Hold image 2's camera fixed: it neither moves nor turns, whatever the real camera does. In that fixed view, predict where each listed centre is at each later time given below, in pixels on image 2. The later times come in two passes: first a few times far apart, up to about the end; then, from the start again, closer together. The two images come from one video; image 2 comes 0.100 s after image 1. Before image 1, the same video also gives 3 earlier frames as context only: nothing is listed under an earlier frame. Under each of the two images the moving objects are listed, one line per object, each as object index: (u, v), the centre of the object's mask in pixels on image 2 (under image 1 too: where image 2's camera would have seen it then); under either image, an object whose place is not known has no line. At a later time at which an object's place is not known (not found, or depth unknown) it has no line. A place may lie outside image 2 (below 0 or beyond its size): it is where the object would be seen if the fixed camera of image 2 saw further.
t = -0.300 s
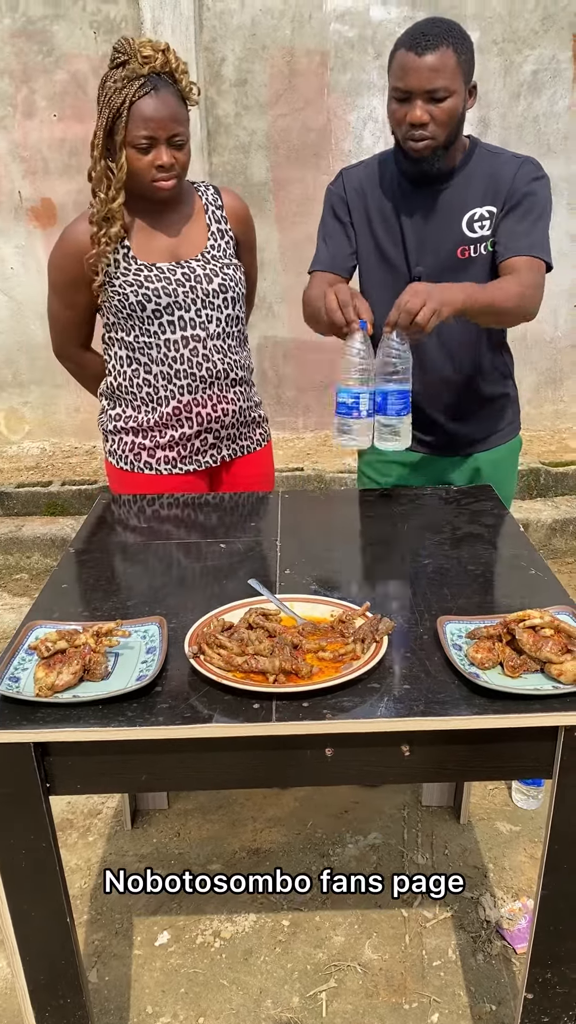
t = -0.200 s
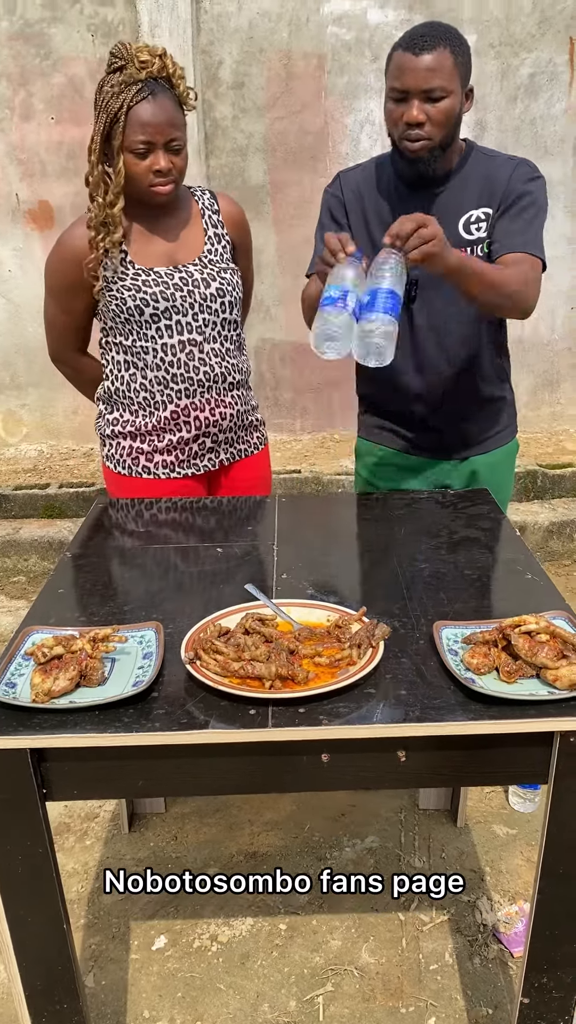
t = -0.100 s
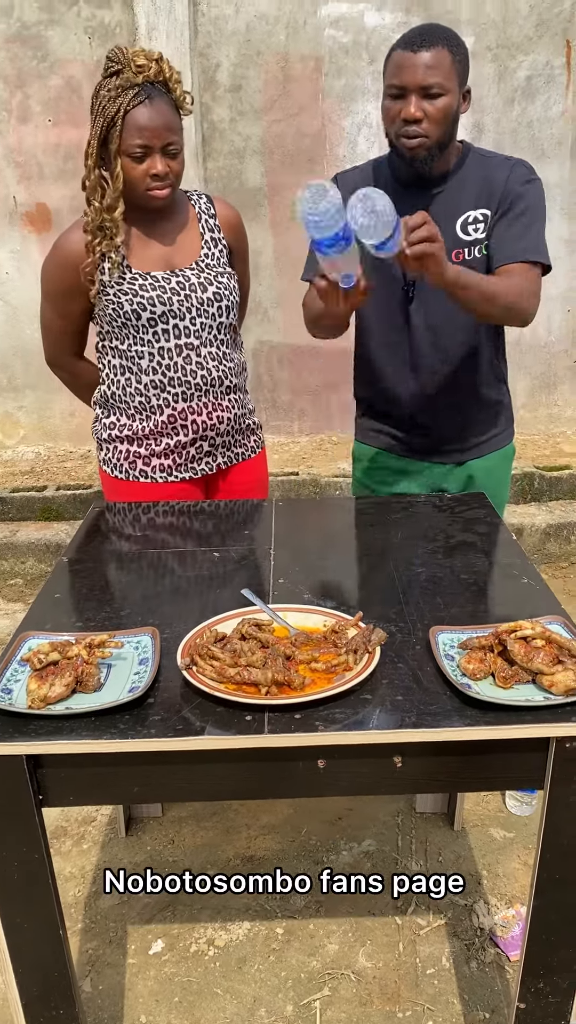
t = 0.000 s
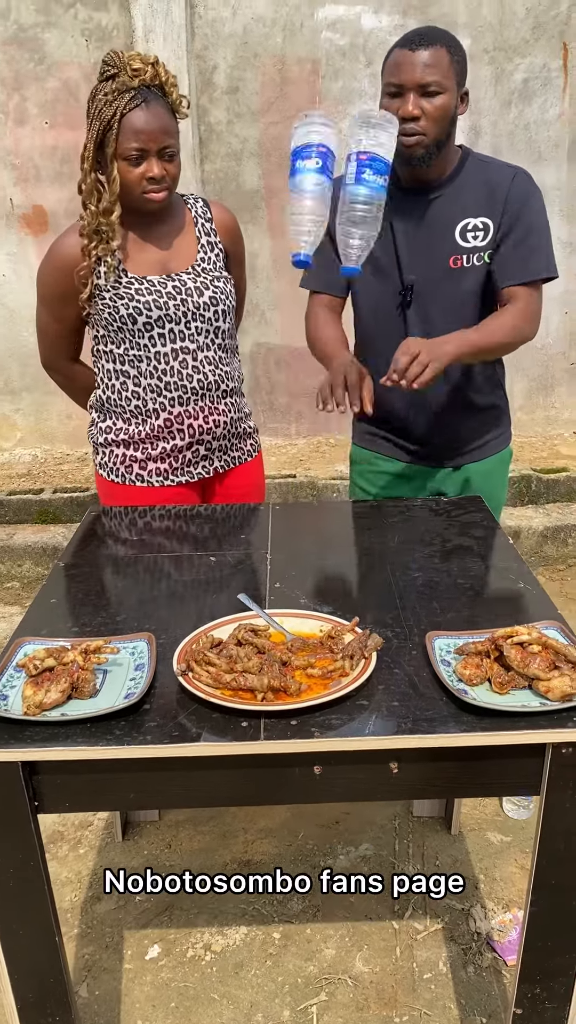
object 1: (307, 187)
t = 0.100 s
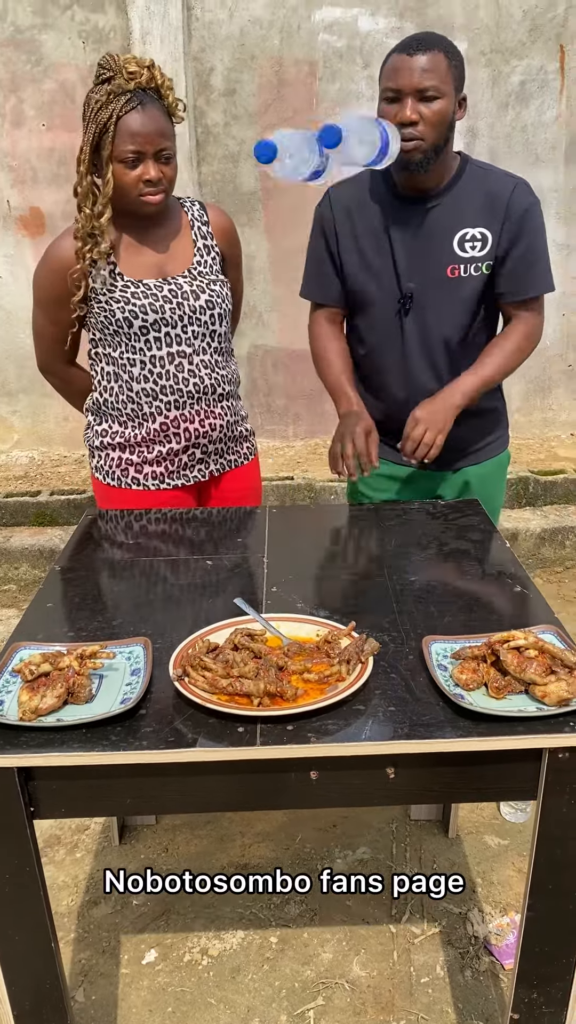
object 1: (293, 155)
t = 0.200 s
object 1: (297, 212)
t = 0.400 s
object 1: (295, 511)
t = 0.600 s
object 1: (289, 524)
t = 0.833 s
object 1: (284, 576)
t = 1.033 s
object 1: (290, 577)
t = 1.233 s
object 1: (306, 578)
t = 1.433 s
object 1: (313, 579)
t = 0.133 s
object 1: (296, 164)
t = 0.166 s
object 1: (297, 184)
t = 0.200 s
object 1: (297, 212)
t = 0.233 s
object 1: (297, 248)
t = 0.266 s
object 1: (296, 289)
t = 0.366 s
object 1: (295, 450)
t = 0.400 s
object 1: (295, 511)
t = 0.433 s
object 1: (293, 521)
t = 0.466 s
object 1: (293, 521)
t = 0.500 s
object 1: (292, 520)
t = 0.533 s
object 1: (290, 521)
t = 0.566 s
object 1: (290, 522)
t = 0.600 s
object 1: (289, 524)
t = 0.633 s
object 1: (288, 527)
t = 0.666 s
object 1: (288, 532)
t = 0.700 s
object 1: (287, 539)
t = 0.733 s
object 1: (286, 551)
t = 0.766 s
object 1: (285, 566)
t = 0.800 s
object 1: (284, 577)
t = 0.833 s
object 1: (284, 576)
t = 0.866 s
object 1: (285, 576)
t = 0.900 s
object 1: (286, 576)
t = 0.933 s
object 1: (286, 576)
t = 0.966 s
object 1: (286, 576)
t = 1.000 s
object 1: (288, 577)
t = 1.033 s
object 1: (290, 577)
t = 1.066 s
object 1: (293, 578)
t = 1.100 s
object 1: (296, 578)
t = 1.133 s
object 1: (299, 578)
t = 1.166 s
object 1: (300, 578)
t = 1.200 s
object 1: (303, 578)
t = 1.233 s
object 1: (306, 578)
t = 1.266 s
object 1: (307, 578)
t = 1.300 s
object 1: (309, 578)
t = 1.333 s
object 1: (312, 578)
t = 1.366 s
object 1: (313, 579)
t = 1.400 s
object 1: (314, 579)
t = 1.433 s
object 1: (313, 579)
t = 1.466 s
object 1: (314, 579)
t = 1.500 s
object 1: (314, 579)
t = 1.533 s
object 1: (314, 579)
